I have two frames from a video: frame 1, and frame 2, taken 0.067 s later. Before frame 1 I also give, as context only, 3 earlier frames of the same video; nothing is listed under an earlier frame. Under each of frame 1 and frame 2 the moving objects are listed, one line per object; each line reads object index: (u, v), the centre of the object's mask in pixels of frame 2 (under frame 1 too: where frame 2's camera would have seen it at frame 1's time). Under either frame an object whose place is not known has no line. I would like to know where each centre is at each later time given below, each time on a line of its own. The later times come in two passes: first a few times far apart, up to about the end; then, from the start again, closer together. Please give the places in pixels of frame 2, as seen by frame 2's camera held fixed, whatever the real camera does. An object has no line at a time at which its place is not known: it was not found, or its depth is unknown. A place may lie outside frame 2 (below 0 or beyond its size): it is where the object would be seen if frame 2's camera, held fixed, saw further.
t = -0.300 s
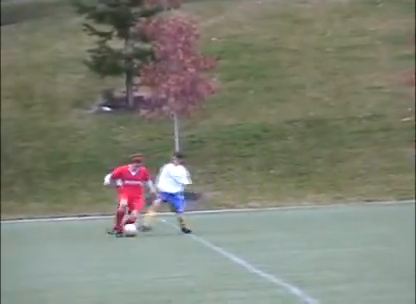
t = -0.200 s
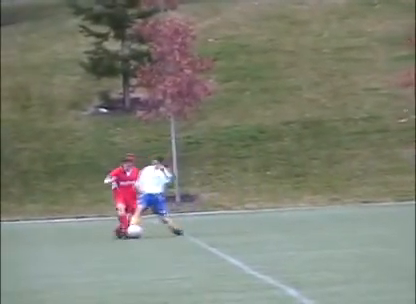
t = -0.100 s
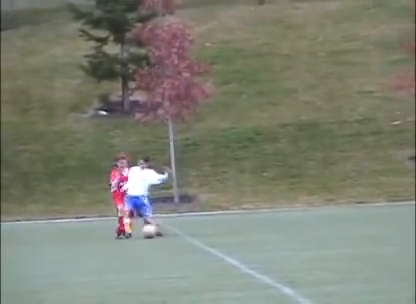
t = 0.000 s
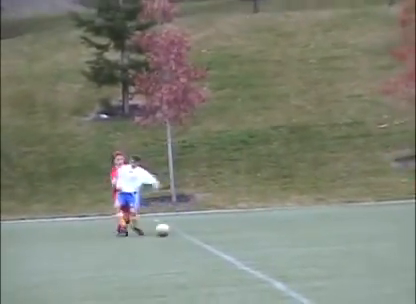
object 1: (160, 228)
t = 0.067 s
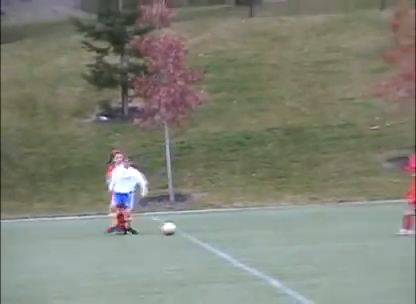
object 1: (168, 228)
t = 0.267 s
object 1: (190, 229)
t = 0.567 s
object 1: (216, 228)
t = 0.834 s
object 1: (237, 231)
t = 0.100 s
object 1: (172, 228)
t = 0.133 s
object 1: (176, 227)
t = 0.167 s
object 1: (180, 227)
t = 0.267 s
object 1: (190, 229)
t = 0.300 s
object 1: (193, 229)
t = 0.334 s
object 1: (196, 229)
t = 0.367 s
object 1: (199, 229)
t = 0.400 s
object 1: (202, 230)
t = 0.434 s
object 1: (205, 229)
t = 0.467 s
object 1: (207, 229)
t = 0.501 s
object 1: (211, 230)
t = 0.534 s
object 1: (213, 229)
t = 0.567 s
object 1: (216, 228)
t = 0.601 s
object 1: (219, 228)
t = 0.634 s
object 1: (222, 228)
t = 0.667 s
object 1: (224, 230)
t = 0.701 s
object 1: (227, 230)
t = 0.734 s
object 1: (230, 230)
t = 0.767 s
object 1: (232, 229)
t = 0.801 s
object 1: (235, 230)
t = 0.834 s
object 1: (237, 231)
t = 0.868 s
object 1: (240, 230)
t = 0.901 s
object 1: (243, 229)
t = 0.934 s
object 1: (245, 229)
